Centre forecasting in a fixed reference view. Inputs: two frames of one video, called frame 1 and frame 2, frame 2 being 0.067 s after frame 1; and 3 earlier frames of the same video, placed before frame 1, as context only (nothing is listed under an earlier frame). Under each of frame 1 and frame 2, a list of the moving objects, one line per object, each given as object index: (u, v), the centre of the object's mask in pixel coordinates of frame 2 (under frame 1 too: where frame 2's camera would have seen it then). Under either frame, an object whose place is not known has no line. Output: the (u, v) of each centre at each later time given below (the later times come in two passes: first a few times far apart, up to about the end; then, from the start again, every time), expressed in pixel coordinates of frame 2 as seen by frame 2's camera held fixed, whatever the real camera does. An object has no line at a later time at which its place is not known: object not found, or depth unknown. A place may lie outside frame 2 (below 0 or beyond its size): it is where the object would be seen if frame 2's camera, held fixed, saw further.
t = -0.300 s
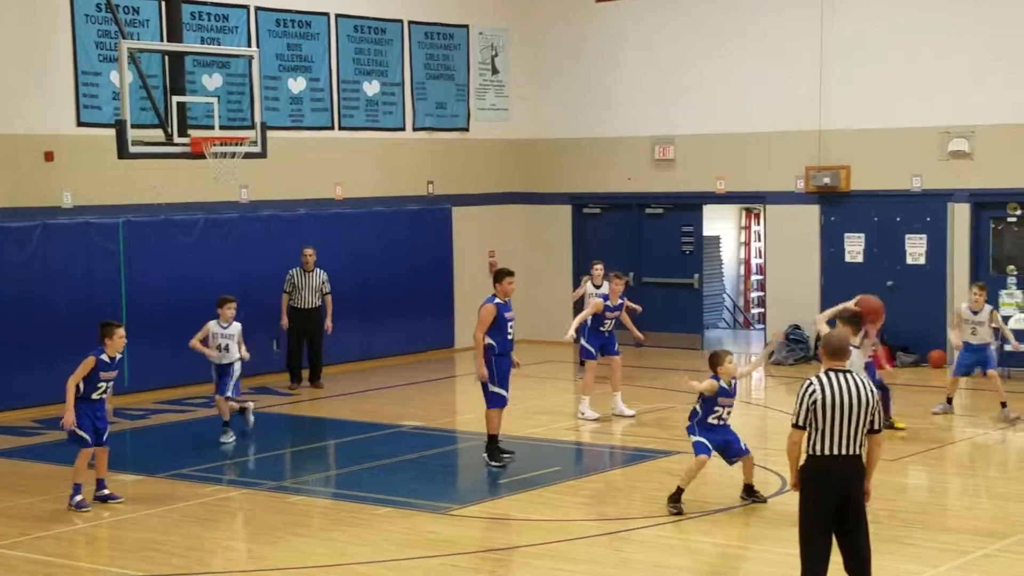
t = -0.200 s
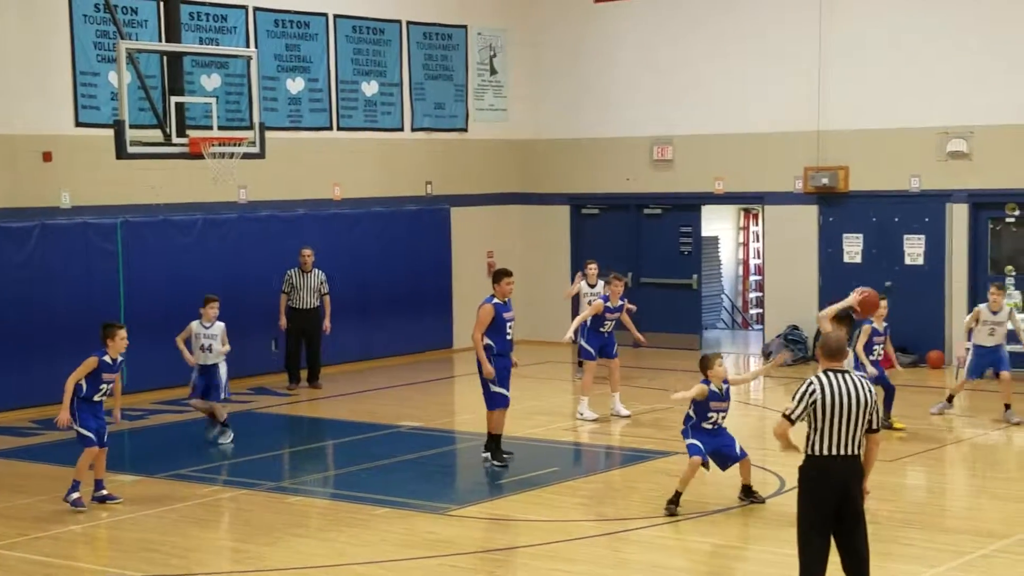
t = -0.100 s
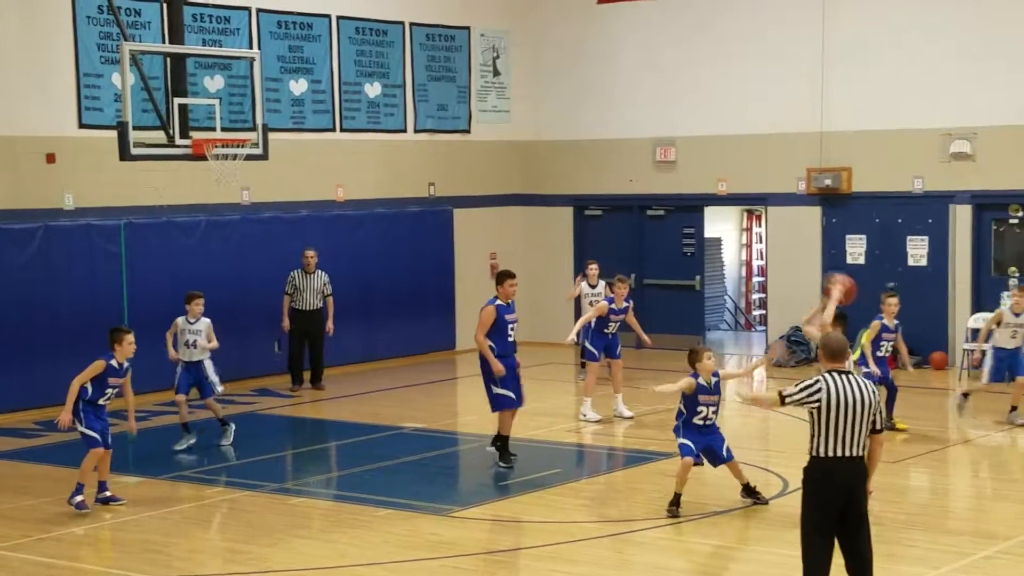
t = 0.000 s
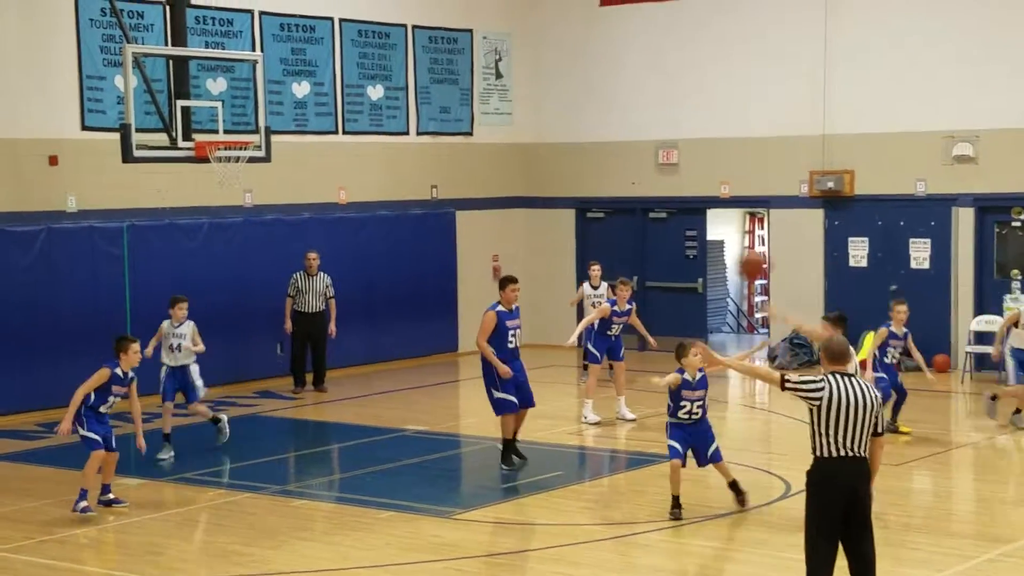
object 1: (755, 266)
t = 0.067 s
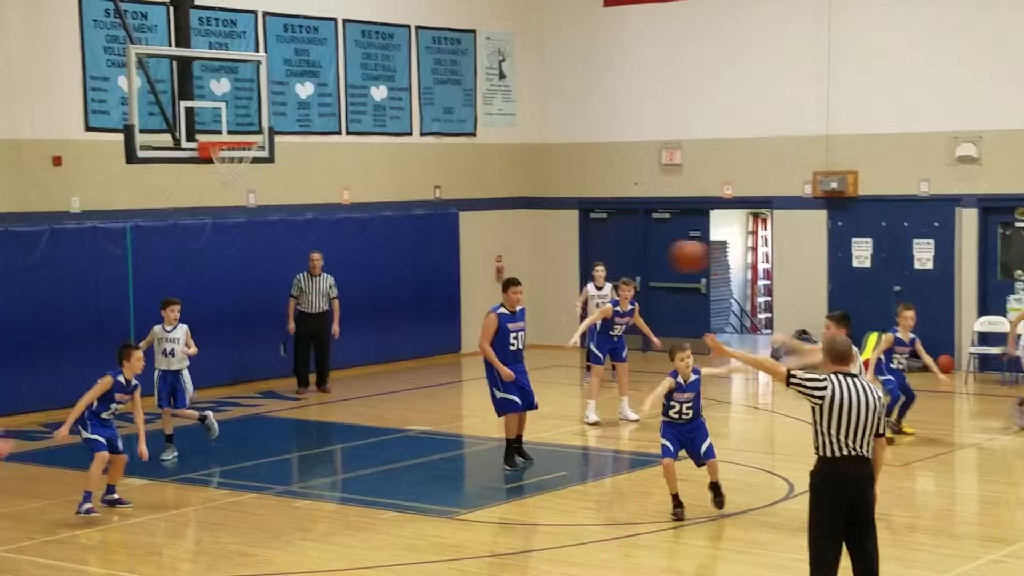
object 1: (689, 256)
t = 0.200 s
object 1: (549, 256)
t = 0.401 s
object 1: (325, 307)
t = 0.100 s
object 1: (655, 254)
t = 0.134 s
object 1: (621, 253)
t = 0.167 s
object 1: (586, 253)
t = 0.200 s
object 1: (549, 256)
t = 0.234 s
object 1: (515, 260)
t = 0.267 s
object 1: (477, 266)
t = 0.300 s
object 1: (439, 273)
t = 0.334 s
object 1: (402, 281)
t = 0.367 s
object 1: (363, 291)
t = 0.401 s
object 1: (325, 307)
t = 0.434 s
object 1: (282, 320)
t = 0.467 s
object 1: (244, 335)
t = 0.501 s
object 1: (203, 354)
